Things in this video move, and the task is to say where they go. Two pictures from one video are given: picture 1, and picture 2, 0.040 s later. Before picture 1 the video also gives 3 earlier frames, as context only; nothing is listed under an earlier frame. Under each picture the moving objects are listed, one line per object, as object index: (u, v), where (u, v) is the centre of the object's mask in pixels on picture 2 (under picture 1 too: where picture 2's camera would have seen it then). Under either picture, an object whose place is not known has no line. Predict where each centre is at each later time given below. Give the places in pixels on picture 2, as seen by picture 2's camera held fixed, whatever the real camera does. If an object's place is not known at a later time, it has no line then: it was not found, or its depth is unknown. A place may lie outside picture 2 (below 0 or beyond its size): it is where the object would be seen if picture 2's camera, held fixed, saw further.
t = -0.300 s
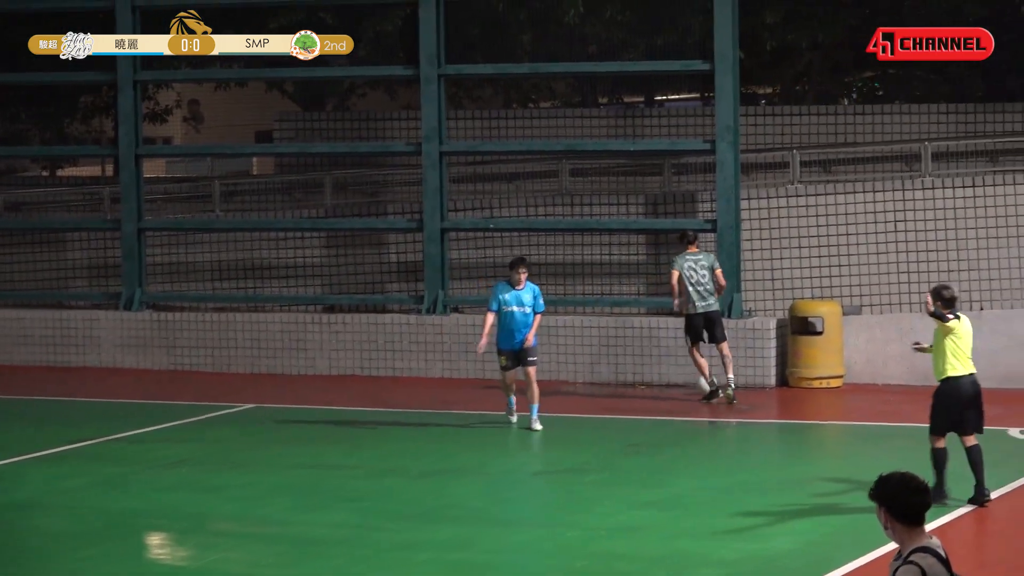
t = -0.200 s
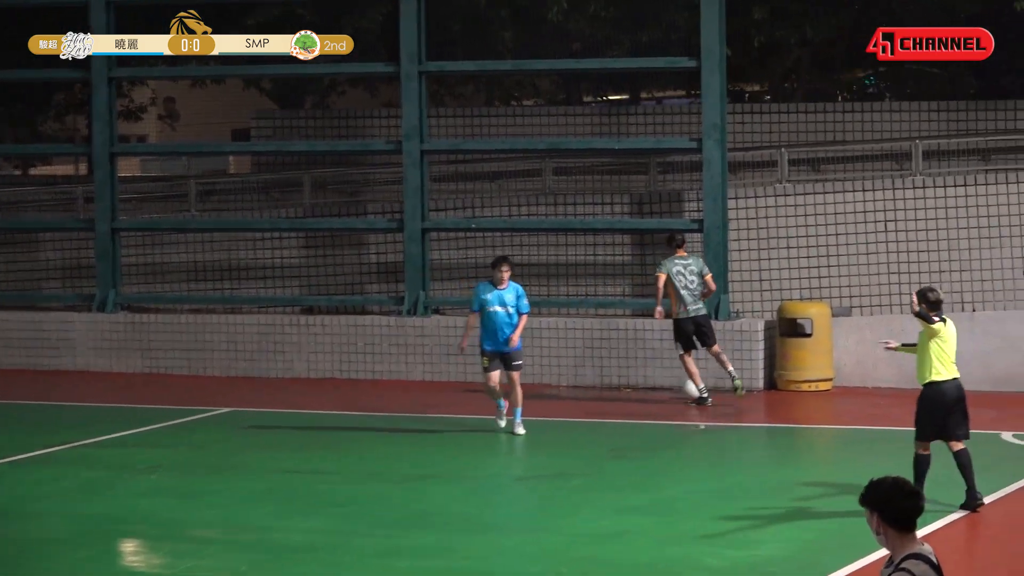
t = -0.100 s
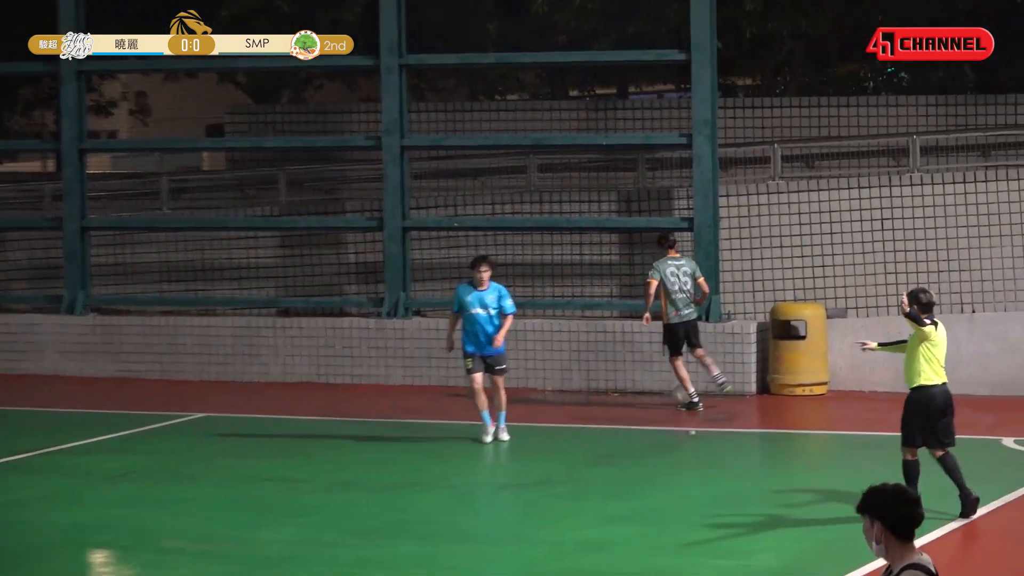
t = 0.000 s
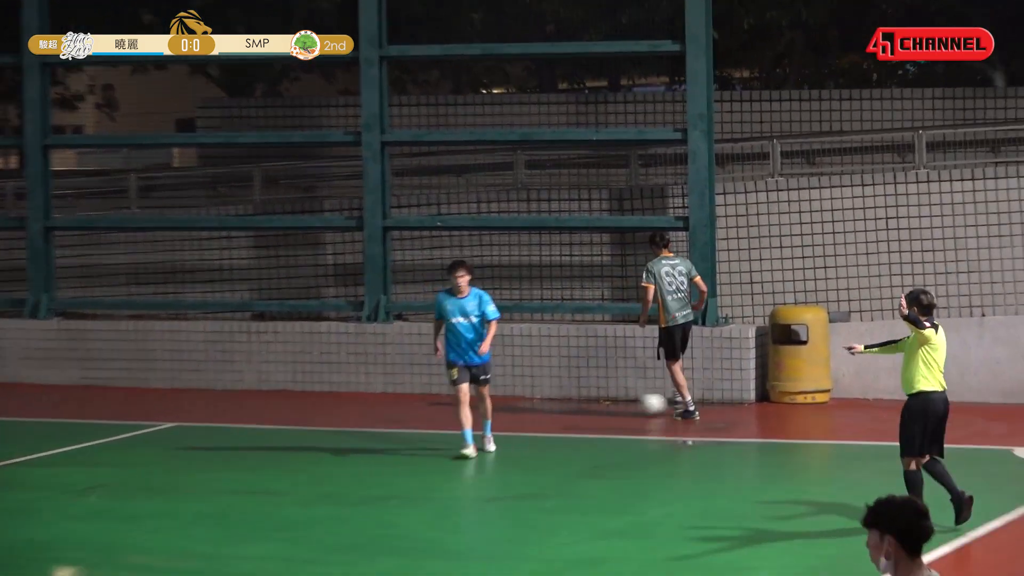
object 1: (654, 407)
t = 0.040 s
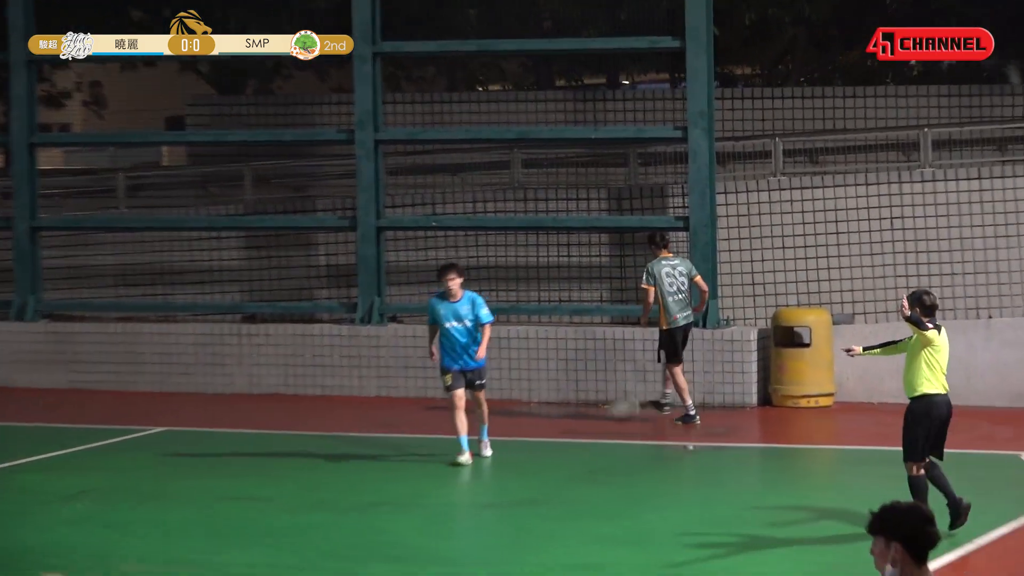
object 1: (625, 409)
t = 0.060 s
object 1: (605, 409)
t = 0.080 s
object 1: (592, 409)
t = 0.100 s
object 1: (580, 407)
